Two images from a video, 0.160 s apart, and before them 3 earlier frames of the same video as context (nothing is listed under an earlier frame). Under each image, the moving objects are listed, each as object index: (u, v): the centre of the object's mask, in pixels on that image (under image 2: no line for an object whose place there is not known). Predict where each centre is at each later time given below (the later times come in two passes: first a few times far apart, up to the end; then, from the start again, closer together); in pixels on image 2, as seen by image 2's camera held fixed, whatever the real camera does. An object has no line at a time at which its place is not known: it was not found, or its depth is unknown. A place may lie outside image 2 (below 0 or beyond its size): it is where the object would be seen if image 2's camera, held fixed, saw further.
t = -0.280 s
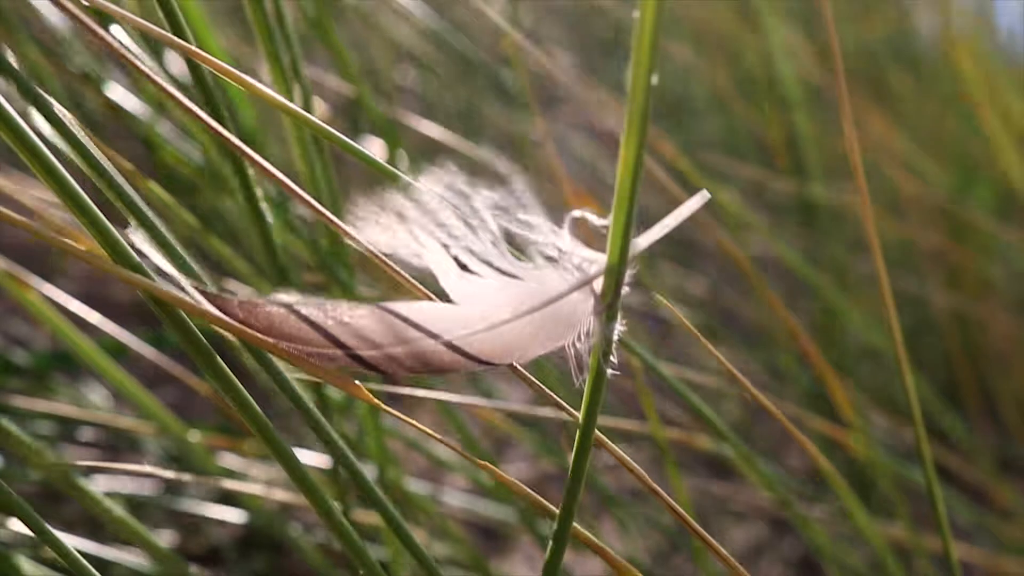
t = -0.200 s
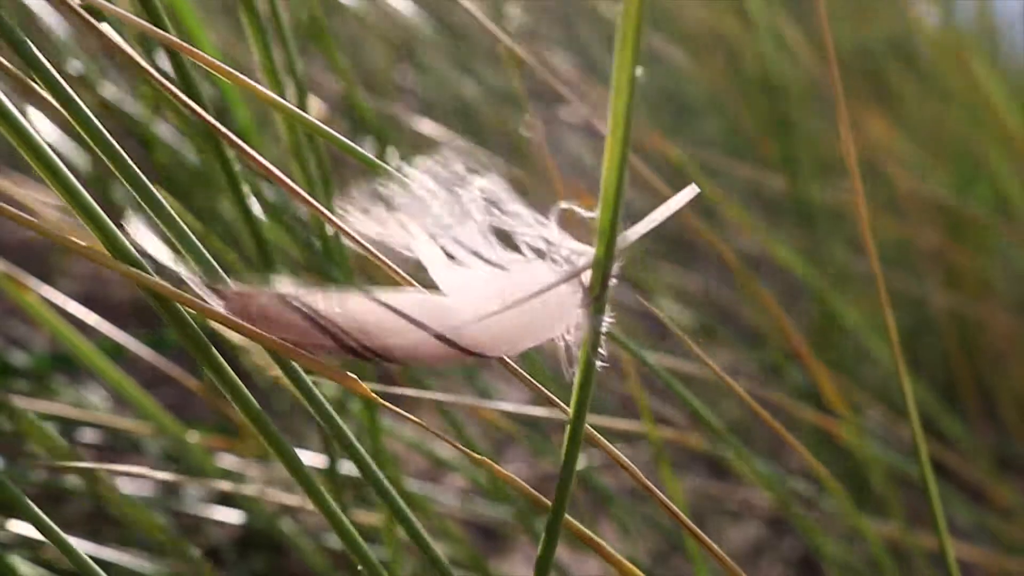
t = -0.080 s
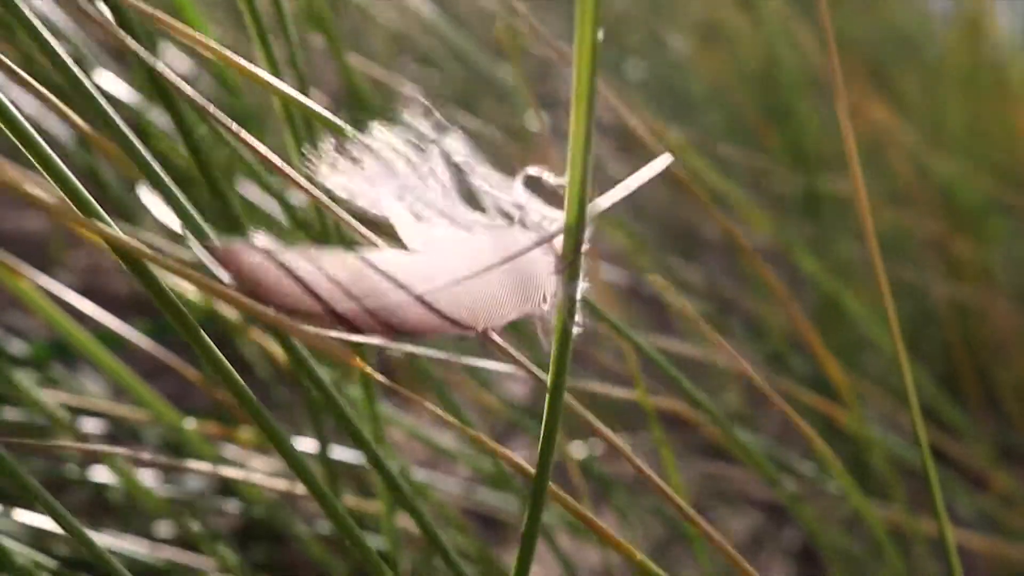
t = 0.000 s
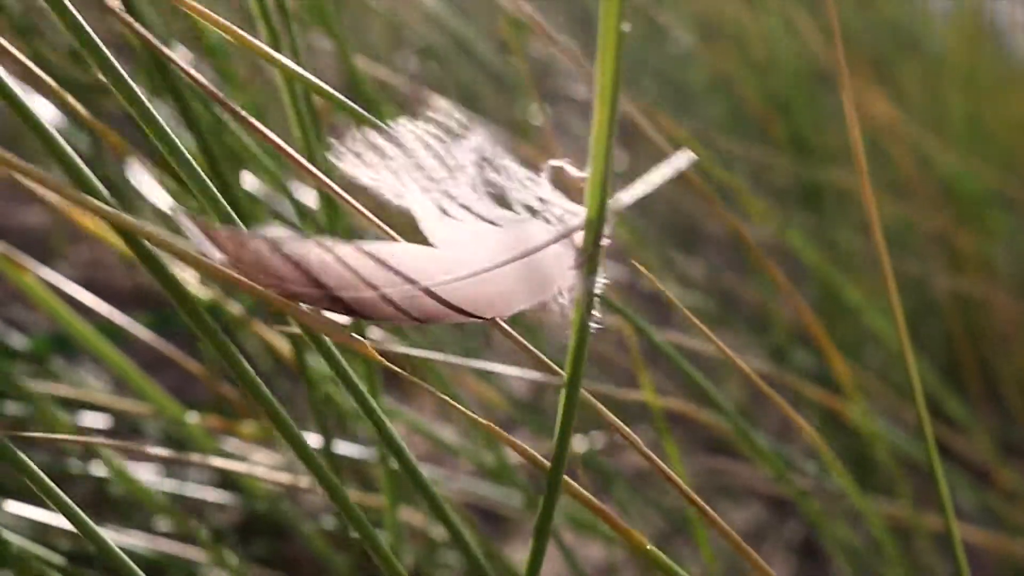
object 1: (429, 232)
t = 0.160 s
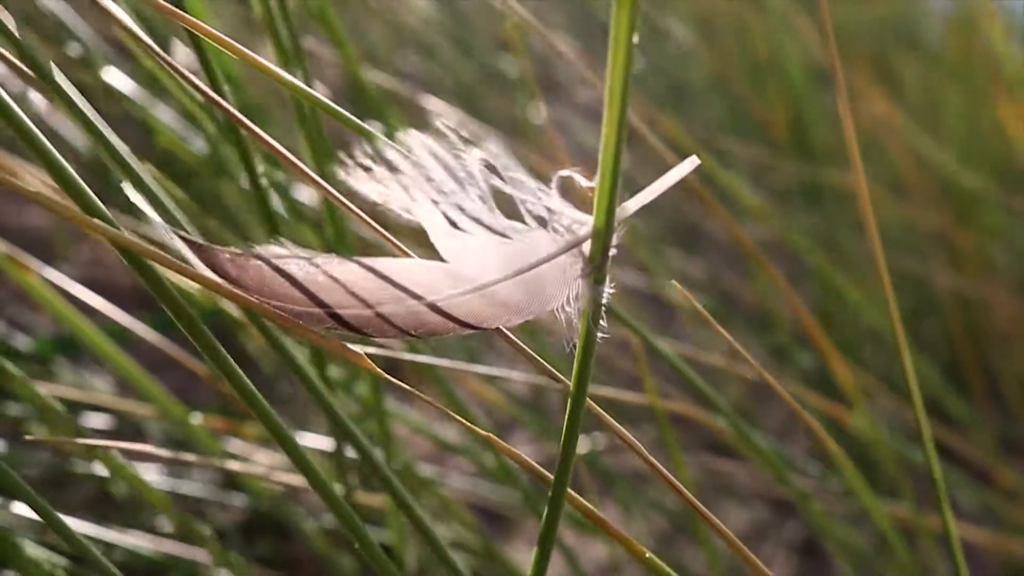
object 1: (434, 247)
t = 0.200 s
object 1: (437, 253)
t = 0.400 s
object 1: (431, 259)
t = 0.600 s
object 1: (428, 260)
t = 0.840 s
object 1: (430, 260)
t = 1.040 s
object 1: (446, 241)
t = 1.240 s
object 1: (447, 248)
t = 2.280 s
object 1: (451, 251)
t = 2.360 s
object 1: (450, 246)
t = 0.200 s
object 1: (437, 253)
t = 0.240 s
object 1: (436, 254)
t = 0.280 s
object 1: (435, 259)
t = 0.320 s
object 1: (433, 261)
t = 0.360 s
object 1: (430, 261)
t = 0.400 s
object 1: (431, 259)
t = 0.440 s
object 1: (434, 253)
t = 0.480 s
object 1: (434, 251)
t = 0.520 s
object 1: (435, 253)
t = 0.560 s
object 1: (434, 259)
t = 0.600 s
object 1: (428, 260)
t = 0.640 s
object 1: (428, 259)
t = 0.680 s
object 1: (428, 257)
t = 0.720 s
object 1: (428, 253)
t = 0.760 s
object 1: (430, 253)
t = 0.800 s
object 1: (429, 257)
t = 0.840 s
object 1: (430, 260)
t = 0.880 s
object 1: (431, 263)
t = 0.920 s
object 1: (433, 259)
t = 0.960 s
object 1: (440, 251)
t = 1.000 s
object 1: (444, 244)
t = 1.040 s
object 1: (446, 241)
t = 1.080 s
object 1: (447, 245)
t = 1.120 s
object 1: (444, 244)
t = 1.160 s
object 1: (444, 245)
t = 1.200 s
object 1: (444, 246)
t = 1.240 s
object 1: (447, 248)
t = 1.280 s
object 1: (449, 253)
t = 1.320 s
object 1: (448, 257)
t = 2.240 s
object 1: (451, 257)
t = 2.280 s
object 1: (451, 251)
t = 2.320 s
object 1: (450, 248)
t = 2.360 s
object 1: (450, 246)
